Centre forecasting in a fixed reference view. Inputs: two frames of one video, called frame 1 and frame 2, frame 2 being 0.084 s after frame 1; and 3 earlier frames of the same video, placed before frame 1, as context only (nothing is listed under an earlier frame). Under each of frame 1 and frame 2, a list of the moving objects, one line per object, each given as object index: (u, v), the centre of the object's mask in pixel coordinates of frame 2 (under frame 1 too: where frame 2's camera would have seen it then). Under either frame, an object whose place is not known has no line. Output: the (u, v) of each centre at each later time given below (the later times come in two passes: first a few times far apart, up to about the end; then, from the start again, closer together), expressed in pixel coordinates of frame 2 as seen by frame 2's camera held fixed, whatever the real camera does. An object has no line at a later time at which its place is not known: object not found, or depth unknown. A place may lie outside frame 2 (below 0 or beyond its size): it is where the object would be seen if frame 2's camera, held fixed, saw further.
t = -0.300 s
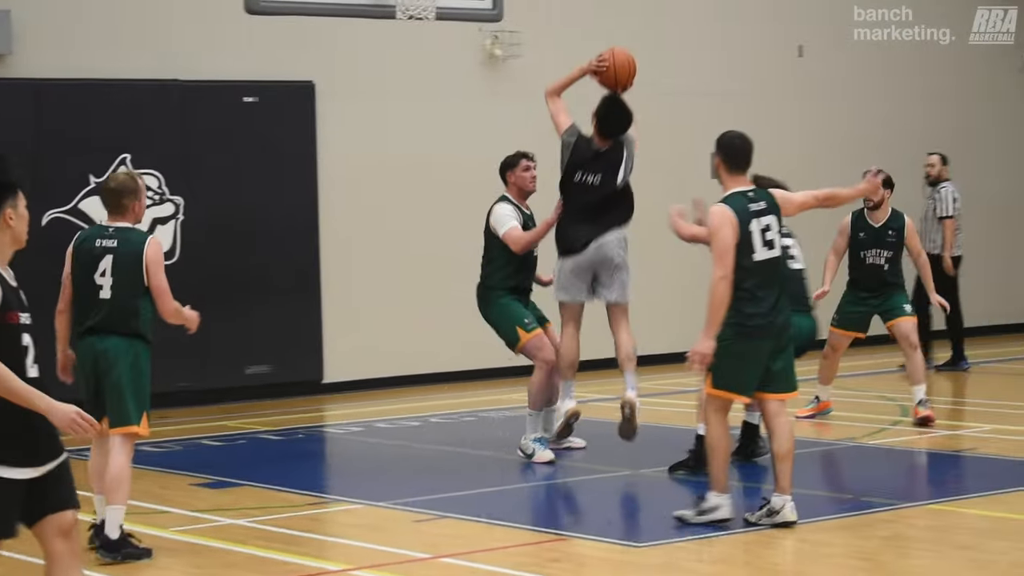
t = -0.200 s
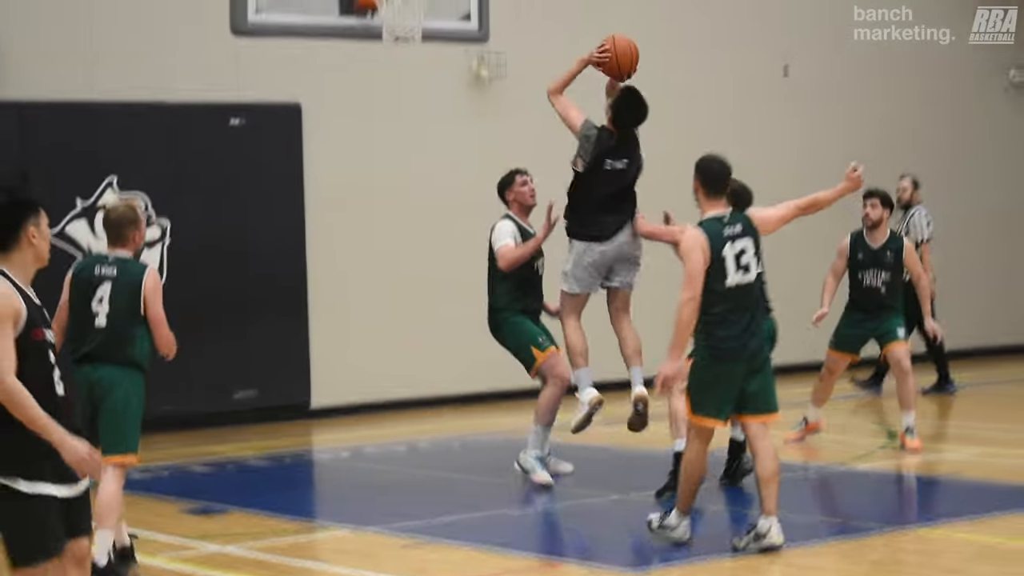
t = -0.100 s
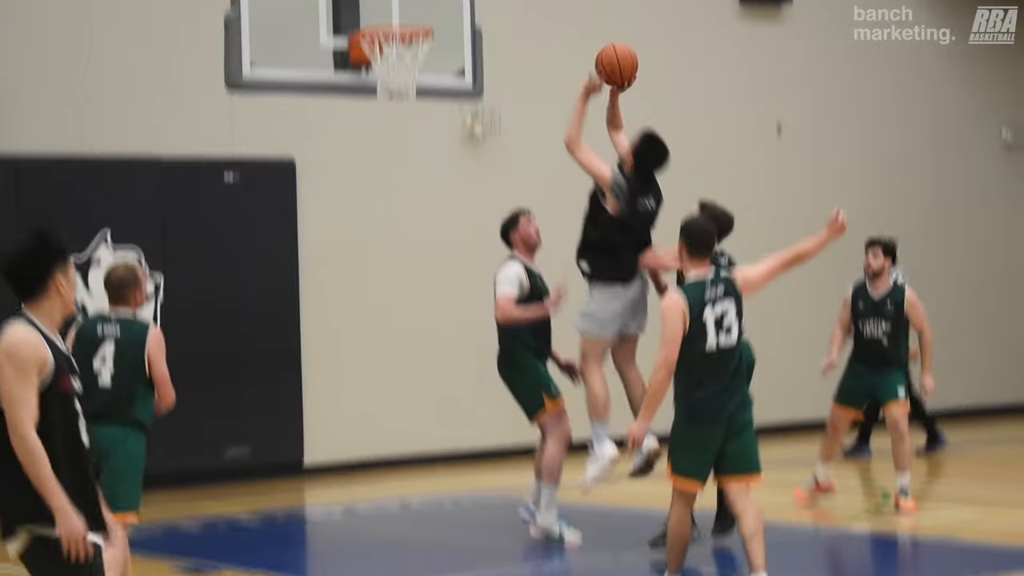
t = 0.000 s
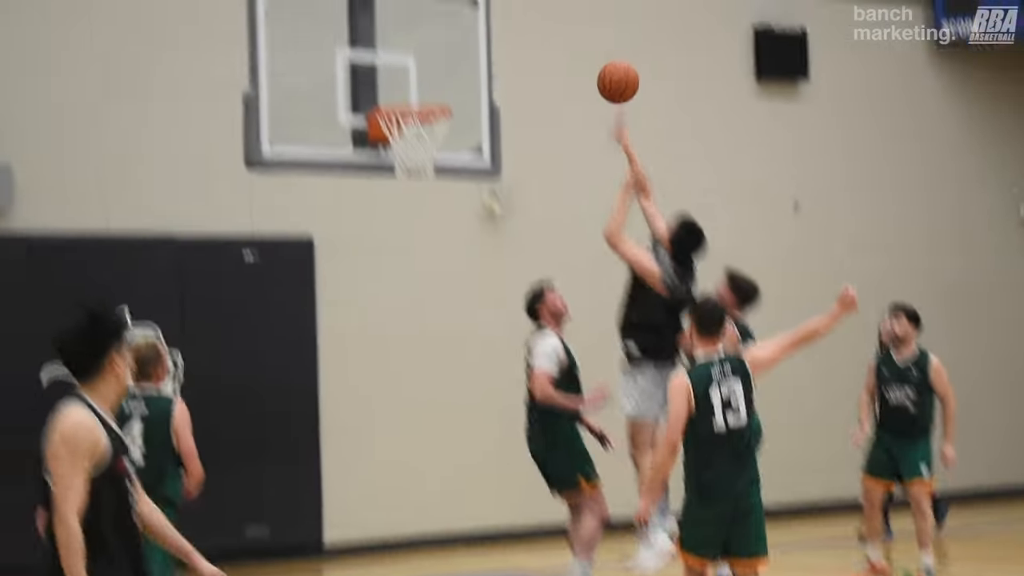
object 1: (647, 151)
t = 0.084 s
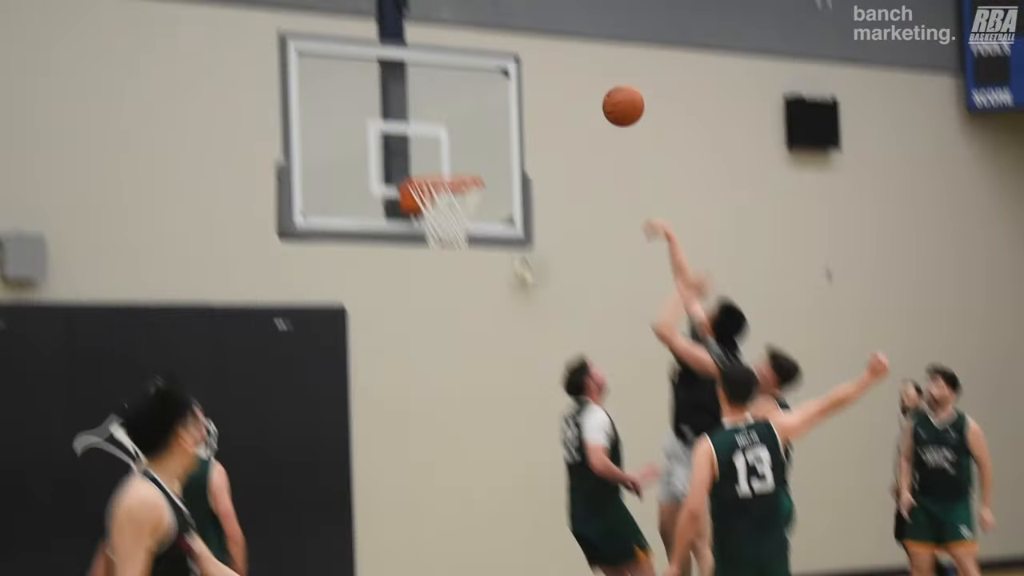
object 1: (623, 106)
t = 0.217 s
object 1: (587, 61)
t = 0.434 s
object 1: (532, 50)
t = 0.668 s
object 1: (476, 120)
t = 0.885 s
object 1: (446, 206)
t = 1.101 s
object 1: (449, 200)
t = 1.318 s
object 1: (452, 247)
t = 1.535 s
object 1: (450, 318)
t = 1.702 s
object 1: (450, 426)
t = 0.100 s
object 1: (619, 98)
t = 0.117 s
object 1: (614, 91)
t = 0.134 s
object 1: (609, 85)
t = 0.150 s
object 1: (605, 80)
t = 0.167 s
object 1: (600, 74)
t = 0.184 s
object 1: (596, 69)
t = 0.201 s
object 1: (592, 65)
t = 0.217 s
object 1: (587, 61)
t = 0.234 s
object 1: (583, 57)
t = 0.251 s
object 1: (579, 54)
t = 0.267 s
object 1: (574, 51)
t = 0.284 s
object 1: (570, 49)
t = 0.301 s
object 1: (566, 48)
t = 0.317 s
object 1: (562, 47)
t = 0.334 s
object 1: (557, 45)
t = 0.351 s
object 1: (553, 45)
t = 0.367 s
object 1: (549, 45)
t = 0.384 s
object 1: (544, 46)
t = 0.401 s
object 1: (540, 47)
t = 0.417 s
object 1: (536, 48)
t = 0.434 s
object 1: (532, 50)
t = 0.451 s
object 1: (527, 52)
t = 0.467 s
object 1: (523, 55)
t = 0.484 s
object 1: (518, 58)
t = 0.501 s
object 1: (515, 62)
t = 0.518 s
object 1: (511, 65)
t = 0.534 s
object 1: (507, 70)
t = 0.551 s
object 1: (503, 74)
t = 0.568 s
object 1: (499, 80)
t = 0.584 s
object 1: (495, 86)
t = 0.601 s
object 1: (491, 91)
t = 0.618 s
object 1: (487, 98)
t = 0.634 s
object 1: (484, 106)
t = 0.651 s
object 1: (480, 112)
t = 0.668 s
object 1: (476, 120)
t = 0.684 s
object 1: (473, 128)
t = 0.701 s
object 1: (469, 137)
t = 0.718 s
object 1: (465, 145)
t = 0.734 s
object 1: (462, 155)
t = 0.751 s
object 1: (458, 161)
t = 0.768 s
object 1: (455, 168)
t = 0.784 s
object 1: (452, 179)
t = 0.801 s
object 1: (451, 187)
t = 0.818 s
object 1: (450, 191)
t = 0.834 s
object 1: (449, 197)
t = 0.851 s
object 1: (448, 203)
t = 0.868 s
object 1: (446, 207)
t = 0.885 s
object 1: (446, 206)
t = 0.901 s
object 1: (446, 208)
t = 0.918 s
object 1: (446, 200)
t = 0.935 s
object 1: (448, 197)
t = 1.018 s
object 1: (451, 191)
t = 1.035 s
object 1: (451, 191)
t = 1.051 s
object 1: (451, 193)
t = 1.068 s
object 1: (449, 194)
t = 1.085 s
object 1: (448, 196)
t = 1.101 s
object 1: (449, 200)
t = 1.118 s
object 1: (449, 205)
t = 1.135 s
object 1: (450, 206)
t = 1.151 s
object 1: (451, 210)
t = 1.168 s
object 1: (451, 212)
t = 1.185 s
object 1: (453, 216)
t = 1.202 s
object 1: (452, 223)
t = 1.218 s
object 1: (453, 225)
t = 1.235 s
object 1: (452, 227)
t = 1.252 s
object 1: (452, 229)
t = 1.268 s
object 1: (452, 231)
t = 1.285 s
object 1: (452, 233)
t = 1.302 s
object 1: (452, 238)
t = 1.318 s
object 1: (452, 247)
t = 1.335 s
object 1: (451, 248)
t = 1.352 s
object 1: (451, 250)
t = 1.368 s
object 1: (451, 253)
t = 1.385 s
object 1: (451, 256)
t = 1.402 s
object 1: (450, 262)
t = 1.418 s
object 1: (450, 267)
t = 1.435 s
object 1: (450, 273)
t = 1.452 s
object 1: (449, 280)
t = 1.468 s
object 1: (450, 286)
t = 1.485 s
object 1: (450, 294)
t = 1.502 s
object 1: (450, 301)
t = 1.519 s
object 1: (449, 309)
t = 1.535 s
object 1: (450, 318)
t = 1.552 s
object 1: (450, 327)
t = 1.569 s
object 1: (450, 336)
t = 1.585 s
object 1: (450, 346)
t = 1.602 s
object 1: (450, 356)
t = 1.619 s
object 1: (450, 366)
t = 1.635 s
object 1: (450, 378)
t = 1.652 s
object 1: (450, 389)
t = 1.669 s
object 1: (450, 401)
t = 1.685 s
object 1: (450, 413)
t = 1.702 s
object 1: (450, 426)
